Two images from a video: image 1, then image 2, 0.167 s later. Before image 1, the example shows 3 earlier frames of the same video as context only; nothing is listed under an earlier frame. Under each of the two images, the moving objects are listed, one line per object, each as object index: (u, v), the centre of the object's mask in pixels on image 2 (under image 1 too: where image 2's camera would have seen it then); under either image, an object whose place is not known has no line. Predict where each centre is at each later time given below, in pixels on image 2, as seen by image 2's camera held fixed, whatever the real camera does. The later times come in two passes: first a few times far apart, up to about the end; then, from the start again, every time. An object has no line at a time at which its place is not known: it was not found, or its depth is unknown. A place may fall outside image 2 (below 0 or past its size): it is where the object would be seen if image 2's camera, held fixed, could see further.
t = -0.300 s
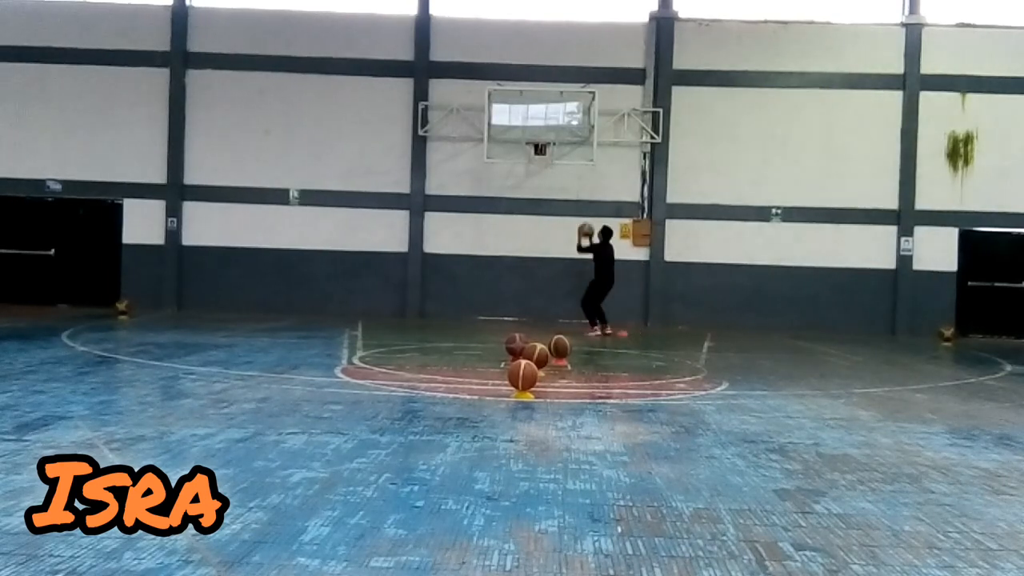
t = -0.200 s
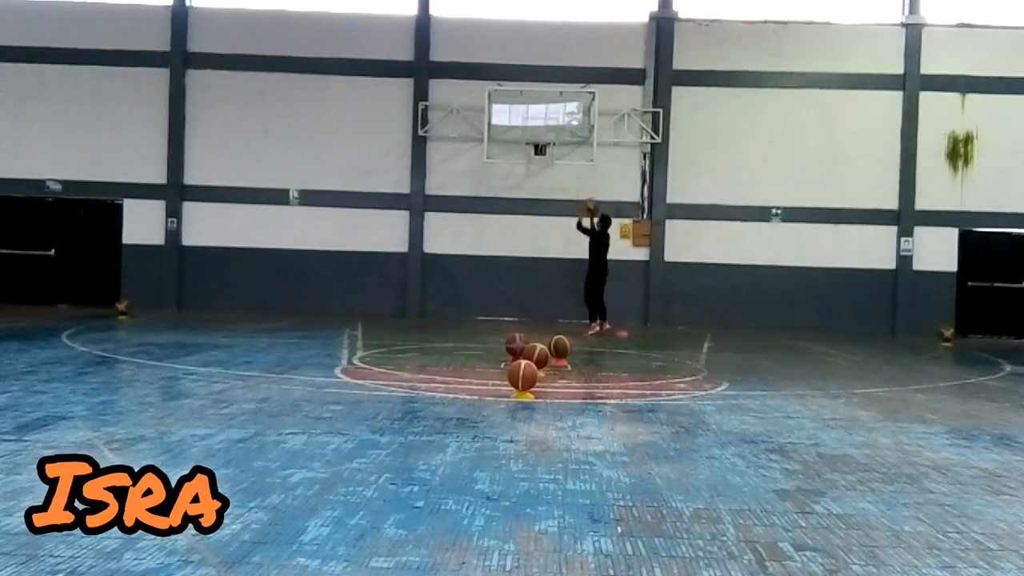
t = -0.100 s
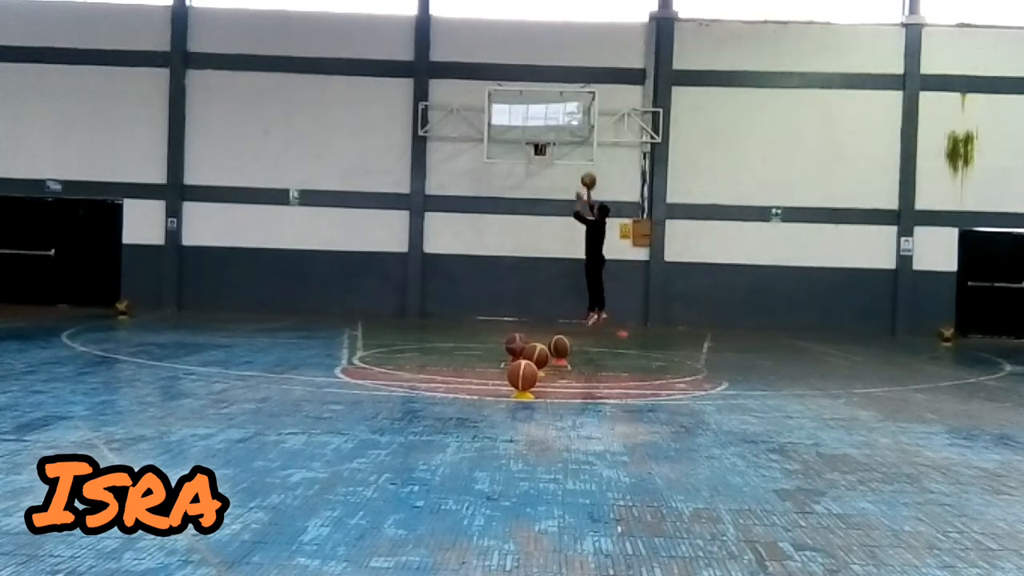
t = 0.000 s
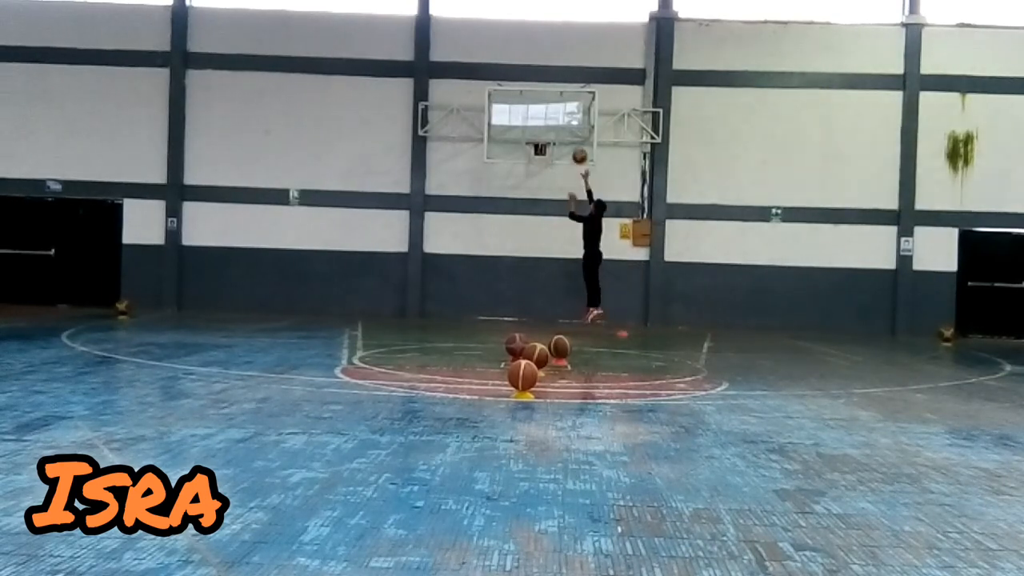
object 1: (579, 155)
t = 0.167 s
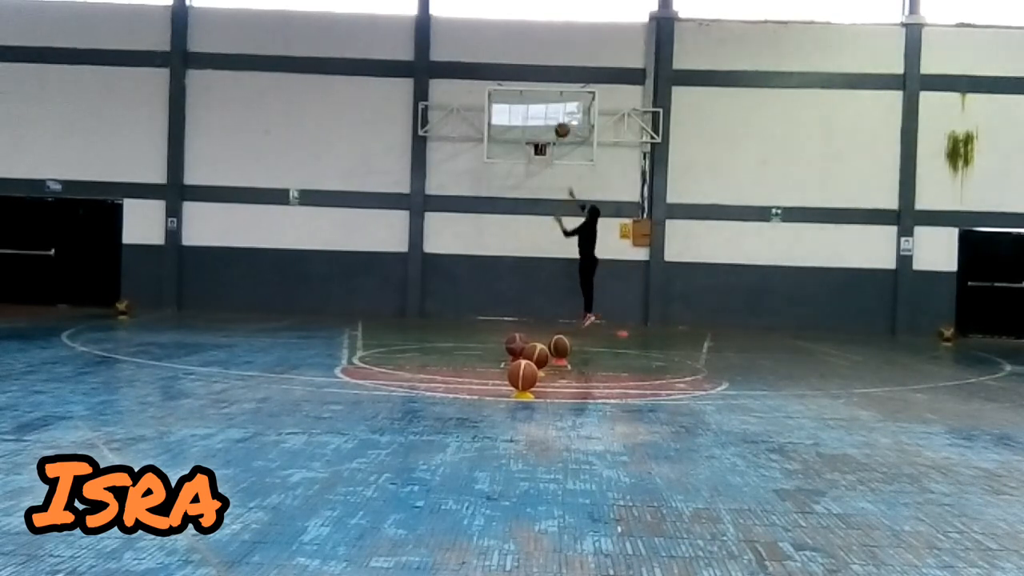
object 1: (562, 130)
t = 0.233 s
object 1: (556, 125)
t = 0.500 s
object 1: (539, 138)
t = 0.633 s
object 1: (531, 164)
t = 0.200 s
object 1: (558, 127)
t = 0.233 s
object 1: (556, 125)
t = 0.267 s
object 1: (554, 125)
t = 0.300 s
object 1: (552, 125)
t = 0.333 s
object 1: (550, 126)
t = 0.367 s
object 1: (548, 127)
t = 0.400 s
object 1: (546, 129)
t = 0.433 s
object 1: (544, 132)
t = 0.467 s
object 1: (542, 135)
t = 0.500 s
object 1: (539, 138)
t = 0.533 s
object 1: (535, 144)
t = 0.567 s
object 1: (533, 152)
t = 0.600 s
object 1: (532, 159)
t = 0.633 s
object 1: (531, 164)
